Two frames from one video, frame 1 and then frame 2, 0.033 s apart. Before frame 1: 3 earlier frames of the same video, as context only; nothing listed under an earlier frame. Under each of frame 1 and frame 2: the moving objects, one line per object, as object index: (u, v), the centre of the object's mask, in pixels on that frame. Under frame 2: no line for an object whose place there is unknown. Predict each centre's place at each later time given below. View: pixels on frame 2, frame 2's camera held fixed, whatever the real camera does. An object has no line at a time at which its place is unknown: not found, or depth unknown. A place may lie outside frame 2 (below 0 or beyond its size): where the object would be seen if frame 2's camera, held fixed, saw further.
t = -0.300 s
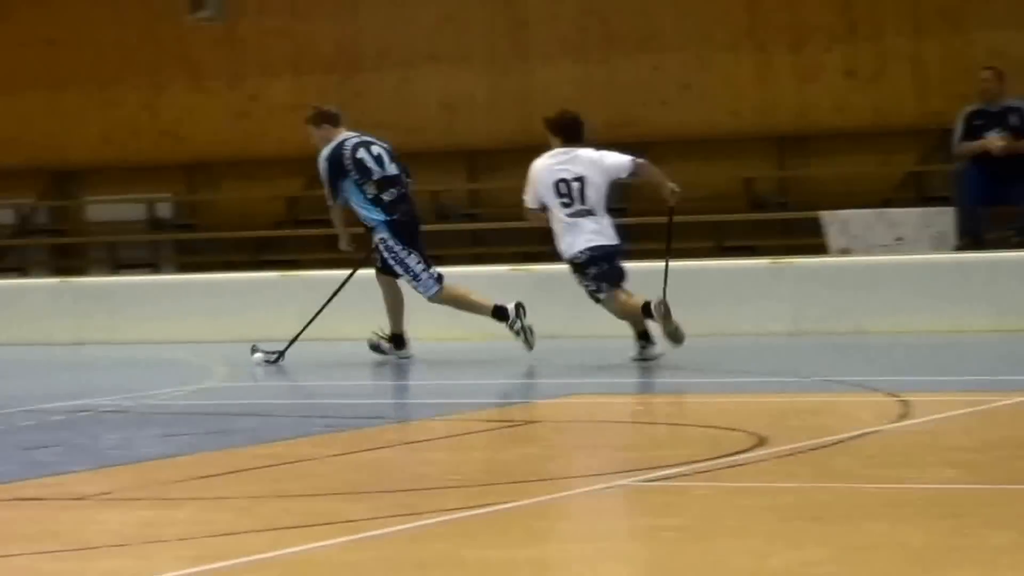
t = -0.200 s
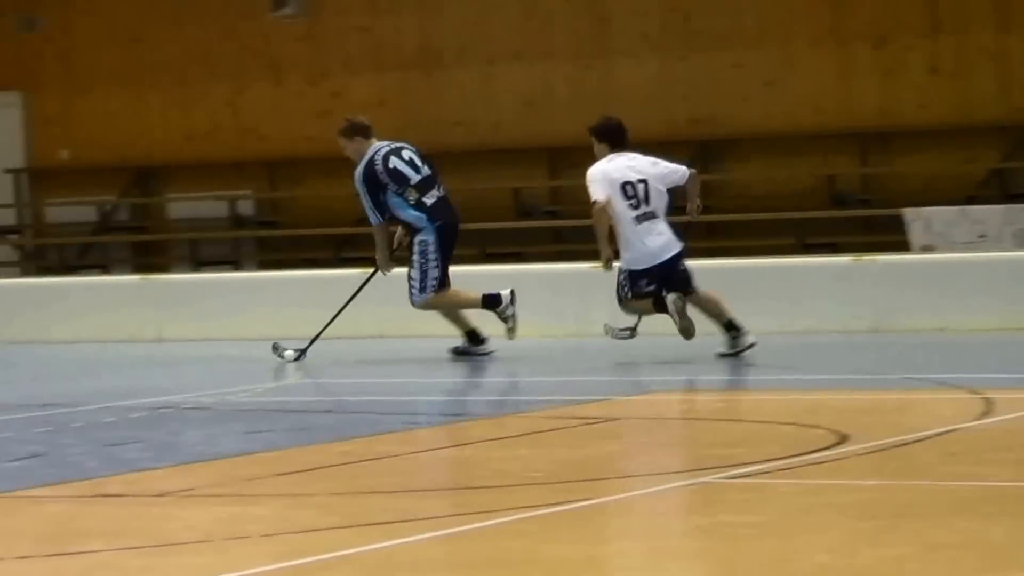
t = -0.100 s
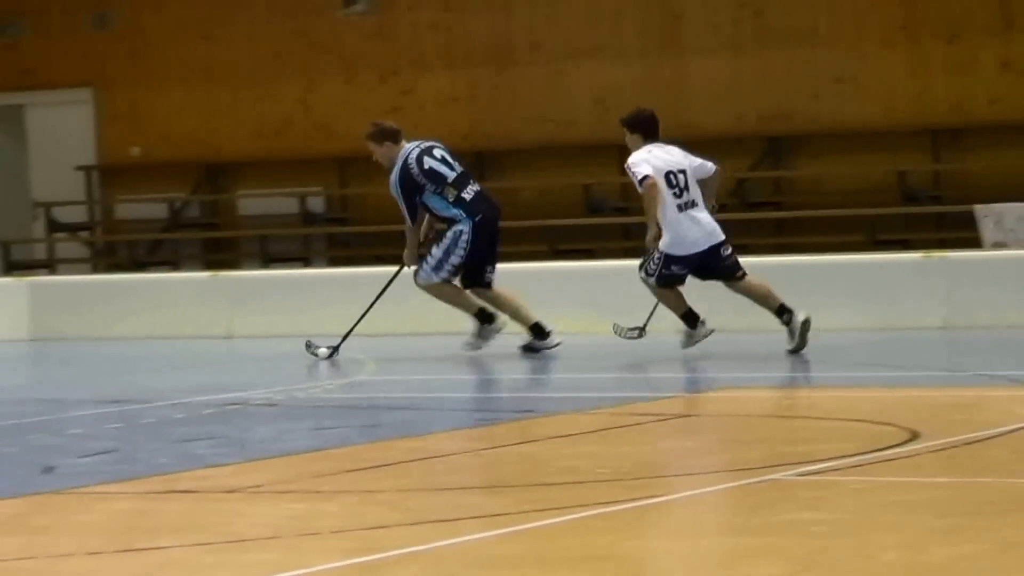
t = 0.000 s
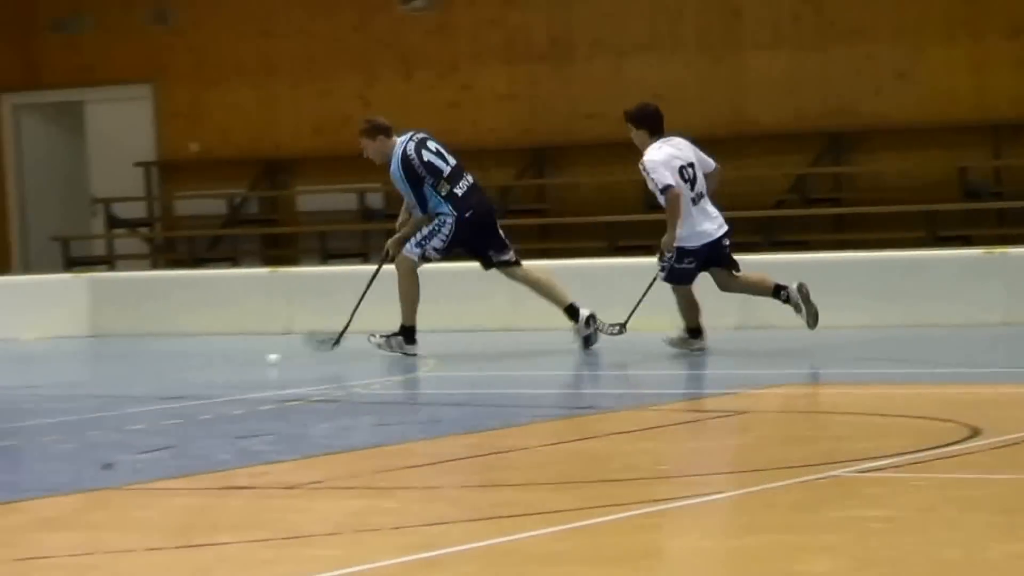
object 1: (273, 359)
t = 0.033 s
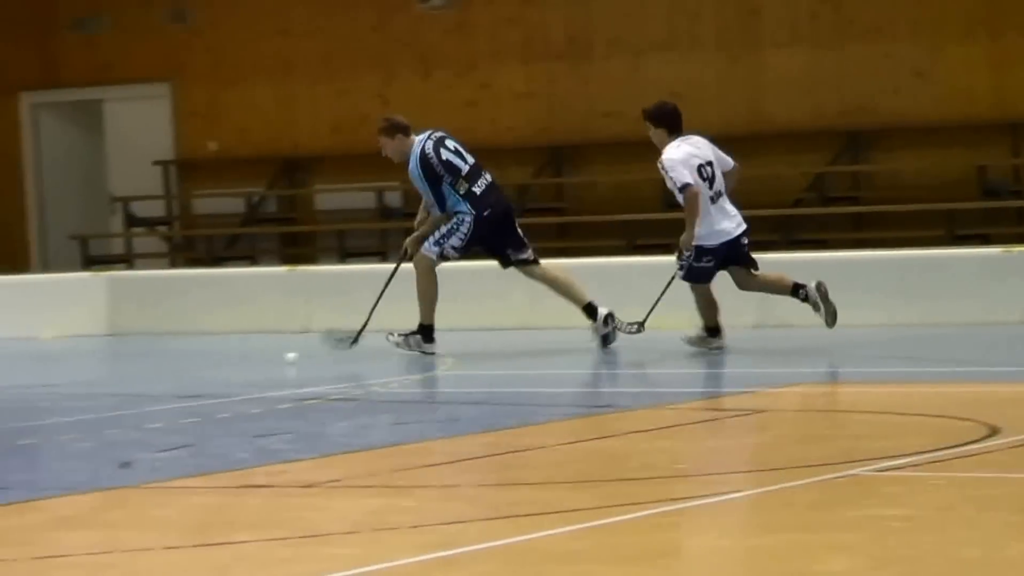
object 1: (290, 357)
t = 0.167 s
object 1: (94, 382)
